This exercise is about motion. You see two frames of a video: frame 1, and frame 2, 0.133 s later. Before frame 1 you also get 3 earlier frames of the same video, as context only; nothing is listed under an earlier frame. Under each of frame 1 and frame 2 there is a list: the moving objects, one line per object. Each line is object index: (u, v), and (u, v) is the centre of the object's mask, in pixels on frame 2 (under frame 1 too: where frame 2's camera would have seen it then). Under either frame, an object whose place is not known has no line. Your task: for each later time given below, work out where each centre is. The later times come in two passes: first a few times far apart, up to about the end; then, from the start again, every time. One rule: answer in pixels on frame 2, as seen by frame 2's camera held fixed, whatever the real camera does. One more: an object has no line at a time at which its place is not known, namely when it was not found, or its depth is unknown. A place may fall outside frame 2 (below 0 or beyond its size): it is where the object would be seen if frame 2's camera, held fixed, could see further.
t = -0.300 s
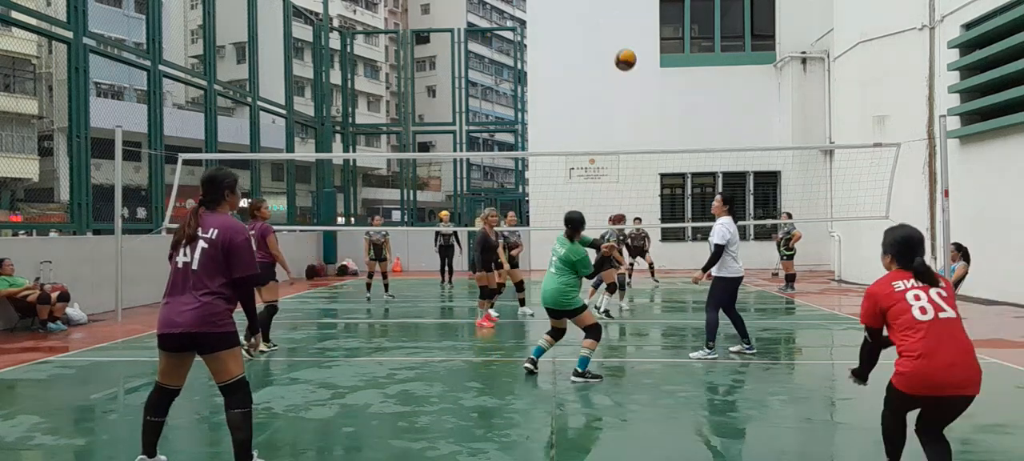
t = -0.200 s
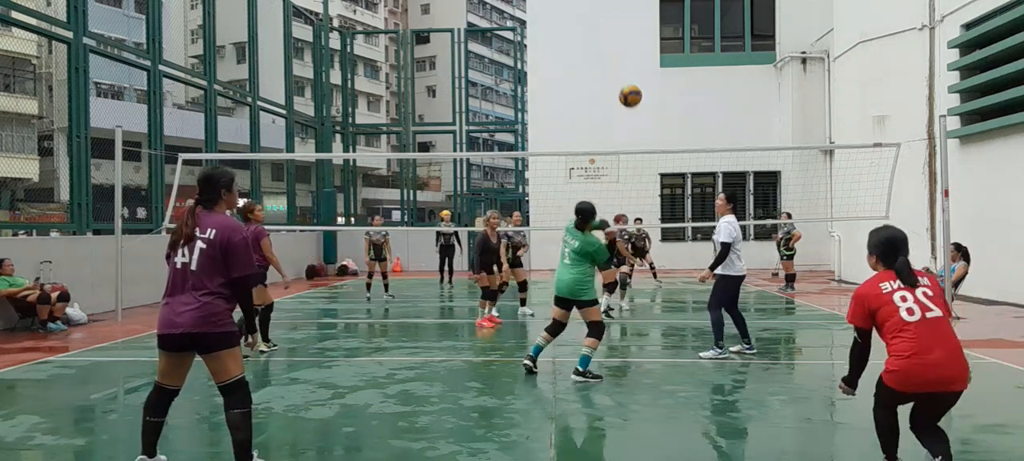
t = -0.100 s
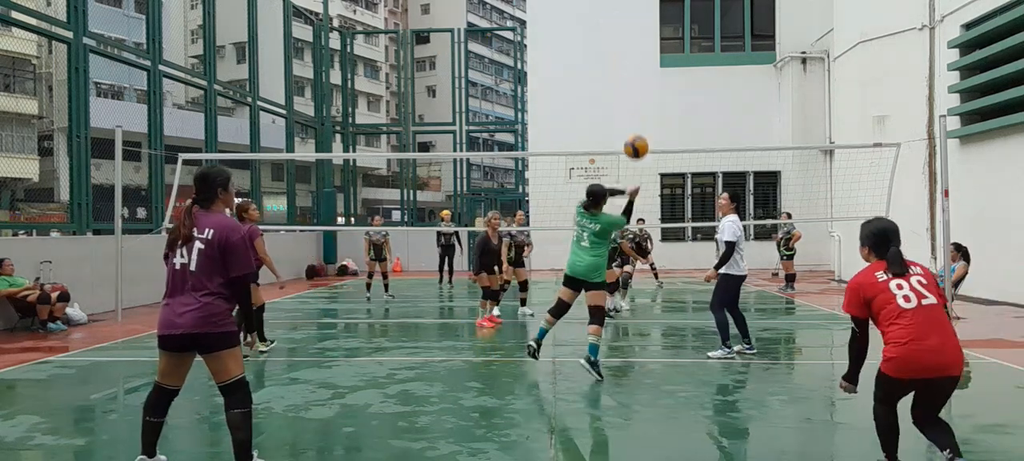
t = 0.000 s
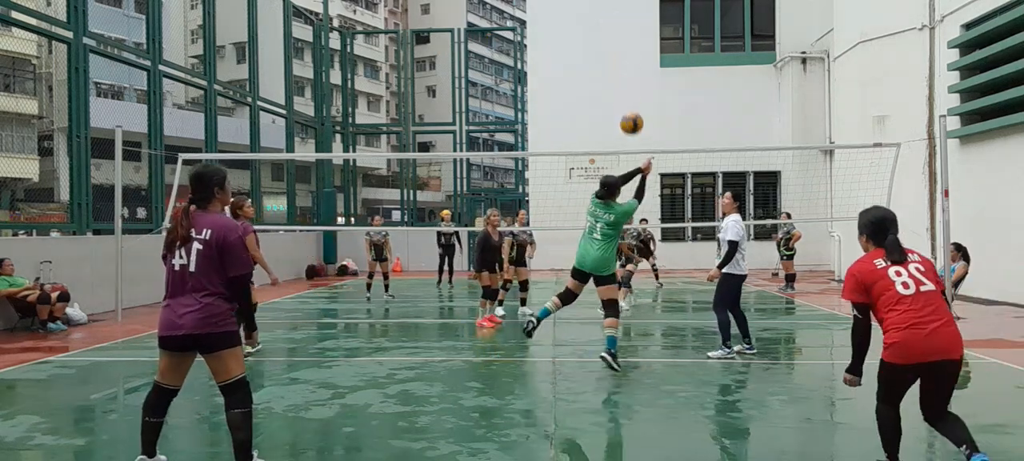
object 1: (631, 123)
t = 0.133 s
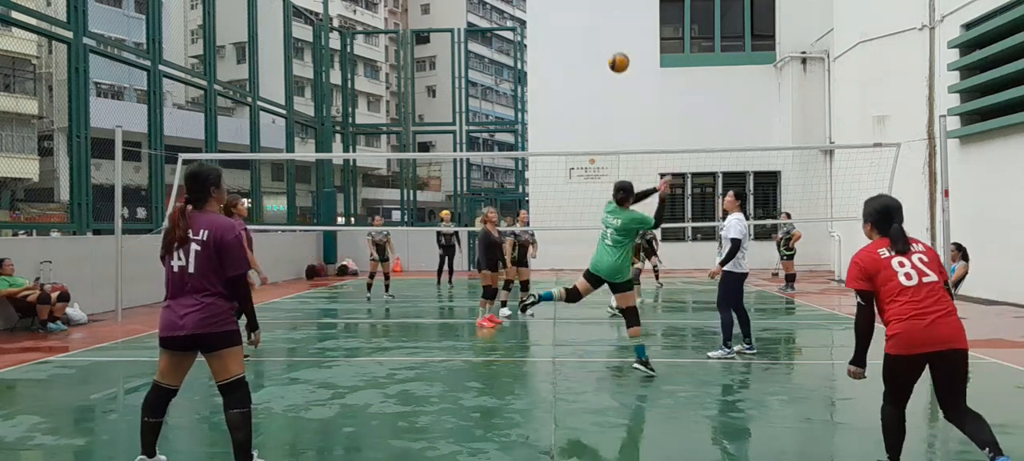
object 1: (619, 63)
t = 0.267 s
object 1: (608, 29)
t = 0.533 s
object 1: (589, 15)
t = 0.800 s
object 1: (575, 51)
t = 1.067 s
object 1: (564, 119)
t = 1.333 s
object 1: (557, 206)
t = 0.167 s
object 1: (615, 51)
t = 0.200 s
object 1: (613, 43)
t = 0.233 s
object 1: (610, 35)
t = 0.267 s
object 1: (608, 29)
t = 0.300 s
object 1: (605, 23)
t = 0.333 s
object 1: (602, 19)
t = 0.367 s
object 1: (600, 16)
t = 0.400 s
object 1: (598, 14)
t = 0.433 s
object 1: (595, 13)
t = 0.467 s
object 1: (593, 13)
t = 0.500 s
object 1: (591, 14)
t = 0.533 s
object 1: (589, 15)
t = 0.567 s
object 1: (587, 17)
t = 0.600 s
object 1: (585, 21)
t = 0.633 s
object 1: (583, 24)
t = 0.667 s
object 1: (582, 29)
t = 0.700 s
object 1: (580, 33)
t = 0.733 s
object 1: (578, 39)
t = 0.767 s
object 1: (577, 45)
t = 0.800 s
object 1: (575, 51)
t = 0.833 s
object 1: (573, 59)
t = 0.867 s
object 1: (572, 66)
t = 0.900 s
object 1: (570, 74)
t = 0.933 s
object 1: (569, 82)
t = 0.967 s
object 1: (568, 91)
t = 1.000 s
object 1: (567, 100)
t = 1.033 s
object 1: (566, 109)
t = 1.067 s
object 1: (564, 119)
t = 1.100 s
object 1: (563, 129)
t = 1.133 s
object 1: (562, 139)
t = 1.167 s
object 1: (561, 147)
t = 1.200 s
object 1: (560, 161)
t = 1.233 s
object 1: (559, 172)
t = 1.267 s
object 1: (558, 183)
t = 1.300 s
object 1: (557, 195)
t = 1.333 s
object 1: (557, 206)
